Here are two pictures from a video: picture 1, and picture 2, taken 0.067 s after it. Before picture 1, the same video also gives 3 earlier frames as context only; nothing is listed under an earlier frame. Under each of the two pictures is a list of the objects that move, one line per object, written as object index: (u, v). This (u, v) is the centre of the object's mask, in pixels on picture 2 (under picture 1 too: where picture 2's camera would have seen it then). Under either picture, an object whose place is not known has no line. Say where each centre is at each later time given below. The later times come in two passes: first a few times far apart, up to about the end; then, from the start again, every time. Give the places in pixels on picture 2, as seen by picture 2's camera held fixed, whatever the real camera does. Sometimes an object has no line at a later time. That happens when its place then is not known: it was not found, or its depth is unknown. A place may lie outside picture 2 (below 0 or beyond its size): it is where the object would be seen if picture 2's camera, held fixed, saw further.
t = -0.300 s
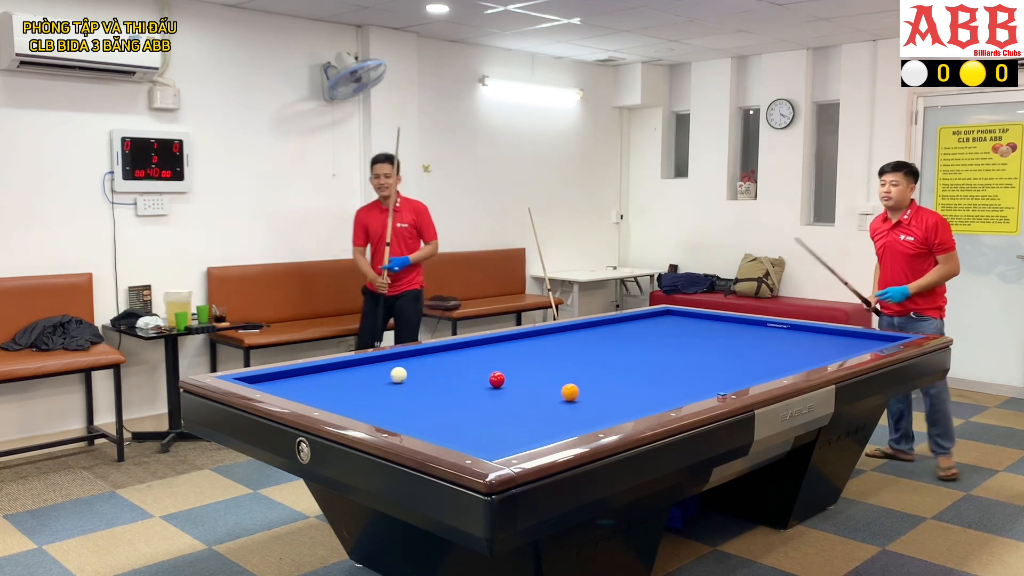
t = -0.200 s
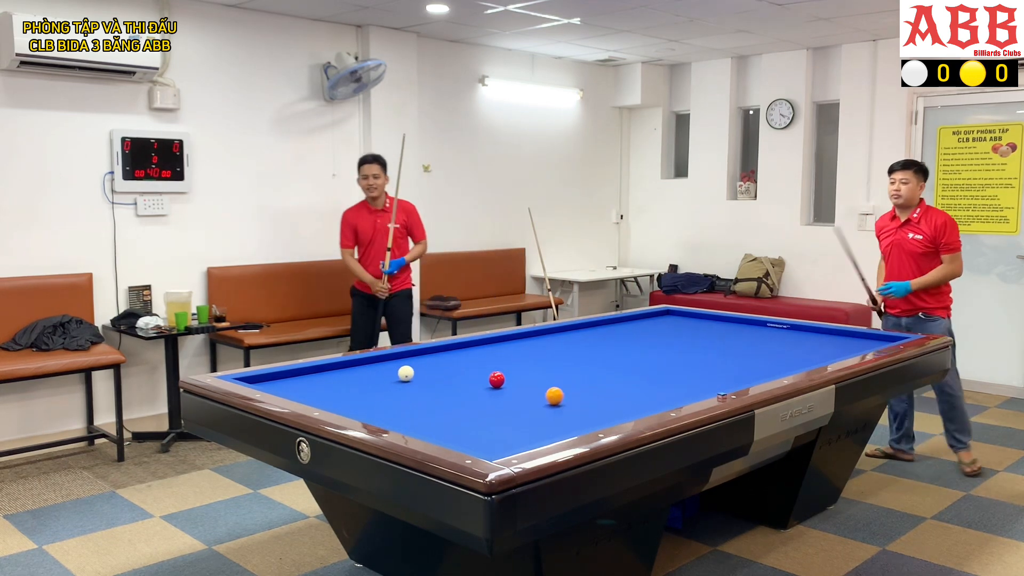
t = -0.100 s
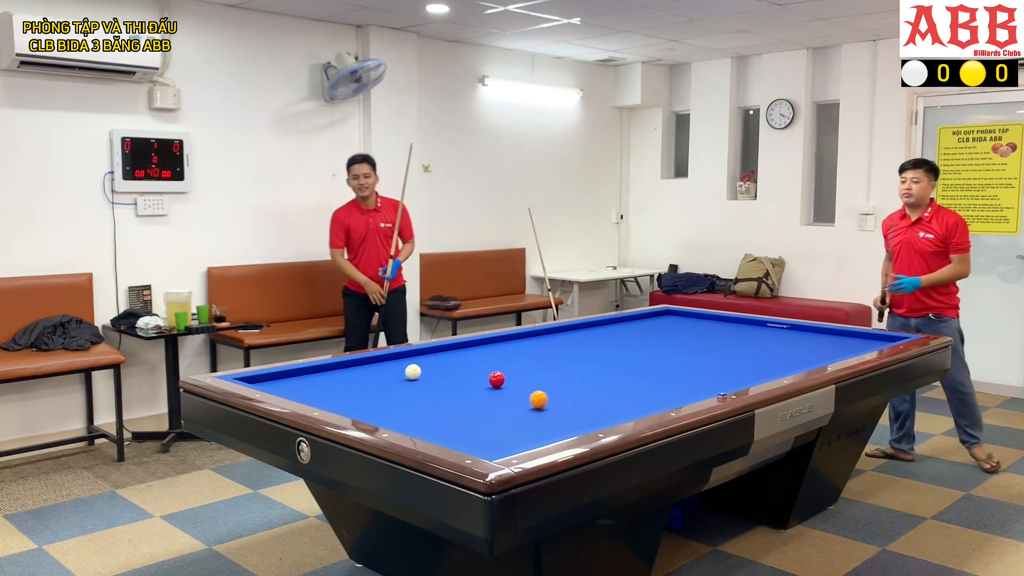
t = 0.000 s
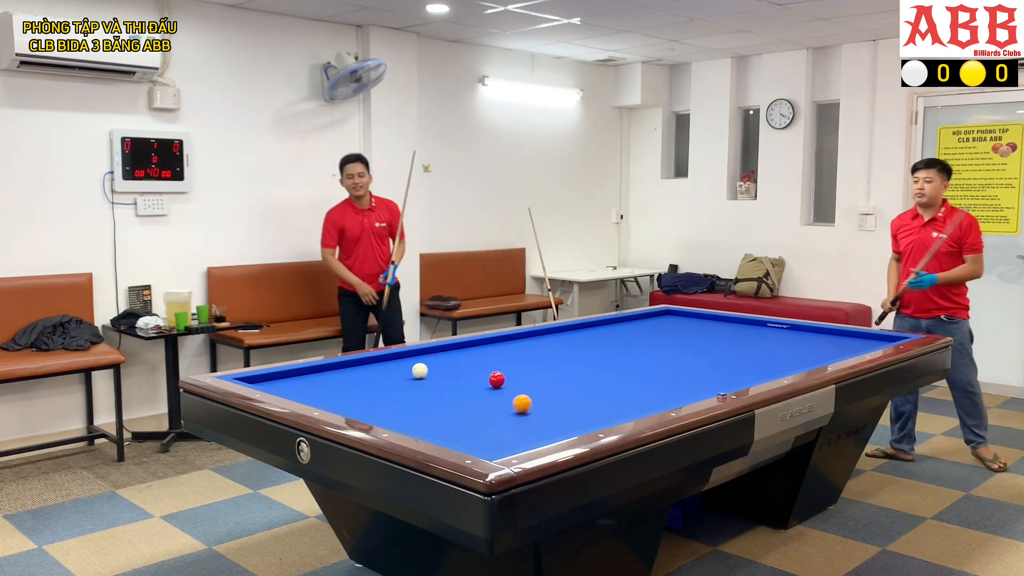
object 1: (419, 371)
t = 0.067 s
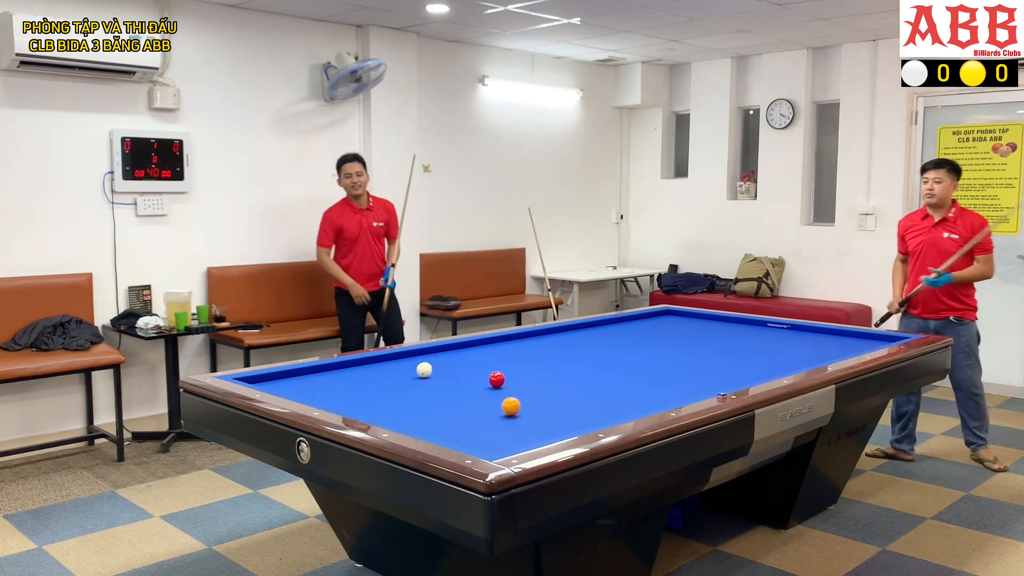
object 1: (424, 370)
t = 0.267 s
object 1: (437, 368)
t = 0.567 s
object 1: (456, 364)
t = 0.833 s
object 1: (471, 361)
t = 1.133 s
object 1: (487, 359)
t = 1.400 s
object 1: (500, 356)
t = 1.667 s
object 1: (512, 354)
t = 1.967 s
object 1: (524, 352)
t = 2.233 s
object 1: (534, 350)
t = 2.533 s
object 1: (545, 348)
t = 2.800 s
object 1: (553, 346)
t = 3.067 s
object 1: (561, 344)
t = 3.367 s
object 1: (570, 343)
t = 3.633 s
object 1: (577, 341)
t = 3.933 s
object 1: (584, 340)
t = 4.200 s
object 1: (590, 339)
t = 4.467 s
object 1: (595, 338)
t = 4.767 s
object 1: (600, 337)
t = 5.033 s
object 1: (605, 336)
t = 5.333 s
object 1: (609, 335)
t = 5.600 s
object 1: (613, 334)
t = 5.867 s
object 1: (616, 334)
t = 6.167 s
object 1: (618, 333)
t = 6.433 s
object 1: (620, 333)
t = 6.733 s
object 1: (621, 332)
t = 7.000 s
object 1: (622, 332)
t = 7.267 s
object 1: (623, 332)
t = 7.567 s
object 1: (624, 331)
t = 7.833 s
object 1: (624, 331)
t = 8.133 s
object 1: (624, 331)
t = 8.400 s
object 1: (624, 331)
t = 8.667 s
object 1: (624, 331)
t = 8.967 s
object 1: (624, 331)
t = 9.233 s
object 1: (624, 331)
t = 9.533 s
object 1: (624, 331)
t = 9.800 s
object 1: (624, 331)
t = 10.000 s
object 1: (624, 331)
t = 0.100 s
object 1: (426, 370)
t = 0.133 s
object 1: (428, 369)
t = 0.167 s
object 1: (431, 369)
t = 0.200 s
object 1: (433, 368)
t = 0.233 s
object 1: (435, 368)
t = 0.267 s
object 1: (437, 368)
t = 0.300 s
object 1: (439, 367)
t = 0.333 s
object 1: (441, 367)
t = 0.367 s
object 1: (443, 366)
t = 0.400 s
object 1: (445, 366)
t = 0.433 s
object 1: (448, 366)
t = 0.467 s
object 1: (450, 365)
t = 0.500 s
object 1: (452, 365)
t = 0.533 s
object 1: (454, 364)
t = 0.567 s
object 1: (456, 364)
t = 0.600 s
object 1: (458, 364)
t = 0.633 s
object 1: (460, 364)
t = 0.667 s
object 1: (461, 363)
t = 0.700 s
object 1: (463, 363)
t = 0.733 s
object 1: (465, 362)
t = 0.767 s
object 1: (467, 362)
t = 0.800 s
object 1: (469, 362)
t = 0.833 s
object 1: (471, 361)
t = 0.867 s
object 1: (473, 361)
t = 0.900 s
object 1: (475, 361)
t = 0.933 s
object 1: (476, 360)
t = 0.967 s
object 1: (478, 360)
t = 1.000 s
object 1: (480, 360)
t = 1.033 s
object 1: (482, 360)
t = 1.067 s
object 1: (484, 359)
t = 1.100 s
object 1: (485, 359)
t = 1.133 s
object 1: (487, 359)
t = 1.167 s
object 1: (489, 358)
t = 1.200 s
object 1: (490, 358)
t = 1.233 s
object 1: (492, 358)
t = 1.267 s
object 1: (494, 357)
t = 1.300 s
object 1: (495, 357)
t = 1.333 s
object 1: (497, 357)
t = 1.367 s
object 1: (498, 356)
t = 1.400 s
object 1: (500, 356)
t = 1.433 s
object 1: (501, 356)
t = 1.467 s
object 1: (503, 356)
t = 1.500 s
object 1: (504, 355)
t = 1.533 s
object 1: (506, 355)
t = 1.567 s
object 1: (507, 355)
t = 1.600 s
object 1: (509, 355)
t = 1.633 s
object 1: (510, 354)
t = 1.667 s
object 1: (512, 354)
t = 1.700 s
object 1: (513, 354)
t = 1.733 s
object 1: (514, 353)
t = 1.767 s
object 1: (516, 353)
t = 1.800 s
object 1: (517, 353)
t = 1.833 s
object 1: (518, 353)
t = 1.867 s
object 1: (520, 352)
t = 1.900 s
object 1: (521, 352)
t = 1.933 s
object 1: (523, 352)
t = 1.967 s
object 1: (524, 352)
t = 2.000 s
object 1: (525, 351)
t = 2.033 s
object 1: (526, 351)
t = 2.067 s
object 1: (528, 351)
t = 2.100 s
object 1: (529, 350)
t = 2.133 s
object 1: (530, 350)
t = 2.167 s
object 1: (532, 350)
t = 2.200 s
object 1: (533, 350)
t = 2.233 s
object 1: (534, 350)
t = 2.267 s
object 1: (535, 349)
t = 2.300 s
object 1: (537, 349)
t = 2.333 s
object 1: (538, 349)
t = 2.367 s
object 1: (539, 349)
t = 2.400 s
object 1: (540, 348)
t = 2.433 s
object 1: (541, 348)
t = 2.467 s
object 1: (542, 348)
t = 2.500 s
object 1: (543, 348)
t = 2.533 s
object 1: (545, 348)
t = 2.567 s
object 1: (546, 347)
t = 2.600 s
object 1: (547, 347)
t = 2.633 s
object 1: (548, 347)
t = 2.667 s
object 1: (549, 347)
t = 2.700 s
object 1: (550, 346)
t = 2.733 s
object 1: (551, 346)
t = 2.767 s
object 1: (552, 346)
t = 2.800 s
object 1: (553, 346)
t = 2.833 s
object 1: (554, 346)
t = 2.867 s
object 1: (555, 345)
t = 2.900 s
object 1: (556, 345)
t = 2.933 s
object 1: (558, 345)
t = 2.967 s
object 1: (559, 345)
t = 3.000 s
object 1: (560, 345)
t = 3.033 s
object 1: (561, 344)
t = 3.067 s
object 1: (561, 344)
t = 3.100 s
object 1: (562, 344)
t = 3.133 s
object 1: (563, 344)
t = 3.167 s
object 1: (564, 344)
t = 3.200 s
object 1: (565, 343)
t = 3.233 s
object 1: (566, 343)
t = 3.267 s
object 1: (567, 343)
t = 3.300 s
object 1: (568, 343)
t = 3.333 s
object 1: (569, 343)
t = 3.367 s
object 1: (570, 343)
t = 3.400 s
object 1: (571, 342)
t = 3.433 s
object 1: (572, 342)
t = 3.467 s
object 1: (573, 342)
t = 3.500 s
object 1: (574, 342)
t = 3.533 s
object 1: (574, 342)
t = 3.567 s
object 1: (575, 342)
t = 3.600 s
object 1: (576, 341)
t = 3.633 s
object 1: (577, 341)
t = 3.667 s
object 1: (578, 341)
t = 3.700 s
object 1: (578, 341)
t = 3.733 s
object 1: (579, 341)
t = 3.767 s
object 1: (580, 341)
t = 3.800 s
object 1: (581, 341)
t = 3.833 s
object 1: (582, 340)
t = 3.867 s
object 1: (582, 340)
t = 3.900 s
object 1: (583, 340)
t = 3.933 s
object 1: (584, 340)
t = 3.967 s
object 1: (585, 340)
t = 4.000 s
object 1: (585, 340)
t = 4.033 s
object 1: (586, 339)
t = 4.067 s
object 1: (587, 339)
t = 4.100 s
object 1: (588, 339)
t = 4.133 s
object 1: (588, 339)
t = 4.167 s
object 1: (589, 339)
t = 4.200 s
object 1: (590, 339)
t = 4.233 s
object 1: (590, 339)
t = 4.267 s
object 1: (591, 339)
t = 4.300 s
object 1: (592, 338)
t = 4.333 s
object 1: (593, 338)
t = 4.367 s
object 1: (593, 338)
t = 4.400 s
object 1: (594, 338)
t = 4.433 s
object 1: (594, 338)
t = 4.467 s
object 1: (595, 338)
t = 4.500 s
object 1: (596, 338)
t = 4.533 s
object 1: (596, 338)
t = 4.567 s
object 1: (597, 337)
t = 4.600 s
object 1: (598, 337)
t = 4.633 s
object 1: (598, 337)
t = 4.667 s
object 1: (599, 337)
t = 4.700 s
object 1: (599, 337)
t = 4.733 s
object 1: (600, 337)
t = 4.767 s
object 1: (600, 337)
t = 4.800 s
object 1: (601, 337)
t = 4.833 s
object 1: (601, 336)
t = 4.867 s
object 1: (602, 336)
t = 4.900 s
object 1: (603, 336)
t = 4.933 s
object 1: (603, 336)
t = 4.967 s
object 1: (604, 336)
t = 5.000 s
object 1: (604, 336)
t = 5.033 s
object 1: (605, 336)
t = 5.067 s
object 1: (605, 336)
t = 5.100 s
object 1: (606, 336)
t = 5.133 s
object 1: (606, 335)
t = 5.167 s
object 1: (607, 335)
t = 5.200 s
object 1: (607, 335)
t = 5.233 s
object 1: (608, 335)
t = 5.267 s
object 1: (608, 335)
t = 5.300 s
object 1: (609, 335)
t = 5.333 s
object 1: (609, 335)
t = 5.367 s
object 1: (610, 335)
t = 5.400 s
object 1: (610, 335)
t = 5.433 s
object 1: (611, 335)
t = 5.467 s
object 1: (611, 335)
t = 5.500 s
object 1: (612, 335)
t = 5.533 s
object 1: (612, 335)
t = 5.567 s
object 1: (612, 335)
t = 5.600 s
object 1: (613, 334)
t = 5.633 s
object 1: (613, 334)
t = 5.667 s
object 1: (613, 334)
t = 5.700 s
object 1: (614, 334)
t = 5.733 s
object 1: (614, 334)
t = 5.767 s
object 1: (615, 334)
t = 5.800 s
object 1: (615, 334)
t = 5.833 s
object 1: (615, 334)
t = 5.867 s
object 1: (616, 334)
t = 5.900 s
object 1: (616, 334)
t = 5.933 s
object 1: (616, 334)
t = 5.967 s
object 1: (617, 334)
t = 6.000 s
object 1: (617, 333)
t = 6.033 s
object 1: (617, 333)
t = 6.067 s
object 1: (618, 333)
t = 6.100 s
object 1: (618, 333)
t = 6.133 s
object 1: (618, 333)
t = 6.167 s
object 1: (618, 333)
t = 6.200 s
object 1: (618, 333)
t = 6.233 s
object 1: (619, 333)
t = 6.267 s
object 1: (619, 333)
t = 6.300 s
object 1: (619, 333)
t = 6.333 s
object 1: (619, 333)
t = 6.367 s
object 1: (620, 333)
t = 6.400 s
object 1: (620, 333)
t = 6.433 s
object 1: (620, 333)
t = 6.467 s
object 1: (620, 333)
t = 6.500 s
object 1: (620, 332)
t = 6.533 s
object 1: (621, 332)
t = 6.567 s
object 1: (621, 332)
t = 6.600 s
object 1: (621, 332)
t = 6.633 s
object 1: (621, 332)
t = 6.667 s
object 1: (621, 332)
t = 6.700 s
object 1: (621, 332)
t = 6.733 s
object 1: (621, 332)
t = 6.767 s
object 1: (622, 332)
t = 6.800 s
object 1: (622, 332)
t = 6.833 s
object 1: (622, 332)
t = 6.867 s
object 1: (622, 332)
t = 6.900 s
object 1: (622, 332)
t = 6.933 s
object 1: (622, 332)
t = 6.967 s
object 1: (622, 332)
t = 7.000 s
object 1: (622, 332)
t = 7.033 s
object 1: (622, 332)
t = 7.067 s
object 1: (622, 332)
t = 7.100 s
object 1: (622, 332)
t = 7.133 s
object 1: (623, 332)
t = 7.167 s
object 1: (623, 332)
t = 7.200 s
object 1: (623, 332)
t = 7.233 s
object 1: (623, 332)
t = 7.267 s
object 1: (623, 332)
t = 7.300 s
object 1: (623, 332)
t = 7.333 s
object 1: (623, 332)
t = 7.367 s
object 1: (623, 332)
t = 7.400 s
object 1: (624, 332)
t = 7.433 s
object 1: (624, 332)
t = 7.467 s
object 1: (624, 332)
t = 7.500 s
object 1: (624, 331)
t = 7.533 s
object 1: (624, 331)
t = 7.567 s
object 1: (624, 331)
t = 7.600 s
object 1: (624, 331)
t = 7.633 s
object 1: (624, 331)
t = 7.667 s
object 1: (624, 331)
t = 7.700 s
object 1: (624, 331)
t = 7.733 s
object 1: (624, 331)
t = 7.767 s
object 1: (624, 331)
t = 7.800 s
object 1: (624, 331)
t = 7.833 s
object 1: (624, 331)
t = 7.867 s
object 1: (624, 331)
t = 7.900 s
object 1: (624, 331)
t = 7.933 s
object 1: (624, 331)
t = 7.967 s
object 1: (624, 331)
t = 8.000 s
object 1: (624, 331)
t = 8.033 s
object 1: (624, 331)
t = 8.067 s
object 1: (624, 331)
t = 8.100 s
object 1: (624, 331)
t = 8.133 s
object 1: (624, 331)
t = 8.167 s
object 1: (624, 331)
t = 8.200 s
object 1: (624, 331)
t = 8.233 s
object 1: (624, 331)
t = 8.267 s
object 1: (624, 331)
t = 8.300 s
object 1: (624, 331)
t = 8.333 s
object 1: (624, 331)
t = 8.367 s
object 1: (624, 331)
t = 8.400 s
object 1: (624, 331)
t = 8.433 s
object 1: (624, 331)
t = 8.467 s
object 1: (624, 331)
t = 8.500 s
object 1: (624, 331)
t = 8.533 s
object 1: (624, 331)
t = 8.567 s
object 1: (624, 331)
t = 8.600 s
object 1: (624, 331)
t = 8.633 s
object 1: (624, 331)
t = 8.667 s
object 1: (624, 331)
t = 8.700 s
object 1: (624, 331)
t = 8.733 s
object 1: (624, 331)
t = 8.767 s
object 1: (624, 331)
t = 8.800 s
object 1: (624, 331)
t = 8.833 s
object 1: (624, 331)
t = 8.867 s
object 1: (624, 331)
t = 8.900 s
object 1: (624, 331)
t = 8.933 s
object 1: (624, 331)
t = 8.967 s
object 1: (624, 331)
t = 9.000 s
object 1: (624, 331)
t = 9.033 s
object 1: (624, 331)
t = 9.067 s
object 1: (624, 331)
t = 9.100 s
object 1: (624, 331)
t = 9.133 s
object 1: (624, 331)
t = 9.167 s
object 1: (624, 331)
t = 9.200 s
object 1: (624, 331)
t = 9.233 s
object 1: (624, 331)
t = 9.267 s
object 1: (624, 331)
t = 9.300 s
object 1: (624, 331)
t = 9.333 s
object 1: (624, 331)
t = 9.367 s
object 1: (624, 331)
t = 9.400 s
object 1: (624, 331)
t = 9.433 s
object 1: (624, 331)
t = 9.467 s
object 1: (624, 331)
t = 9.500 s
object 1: (624, 331)
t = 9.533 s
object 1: (624, 331)
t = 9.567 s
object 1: (624, 331)
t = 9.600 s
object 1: (624, 331)
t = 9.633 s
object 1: (624, 331)
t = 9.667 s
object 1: (624, 331)
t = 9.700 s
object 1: (624, 331)
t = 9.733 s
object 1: (624, 331)
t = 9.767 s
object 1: (624, 331)
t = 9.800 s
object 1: (624, 331)
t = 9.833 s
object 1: (624, 331)
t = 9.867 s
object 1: (624, 331)
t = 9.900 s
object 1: (624, 331)
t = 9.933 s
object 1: (624, 331)
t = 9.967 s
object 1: (624, 331)
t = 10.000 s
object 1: (624, 331)
